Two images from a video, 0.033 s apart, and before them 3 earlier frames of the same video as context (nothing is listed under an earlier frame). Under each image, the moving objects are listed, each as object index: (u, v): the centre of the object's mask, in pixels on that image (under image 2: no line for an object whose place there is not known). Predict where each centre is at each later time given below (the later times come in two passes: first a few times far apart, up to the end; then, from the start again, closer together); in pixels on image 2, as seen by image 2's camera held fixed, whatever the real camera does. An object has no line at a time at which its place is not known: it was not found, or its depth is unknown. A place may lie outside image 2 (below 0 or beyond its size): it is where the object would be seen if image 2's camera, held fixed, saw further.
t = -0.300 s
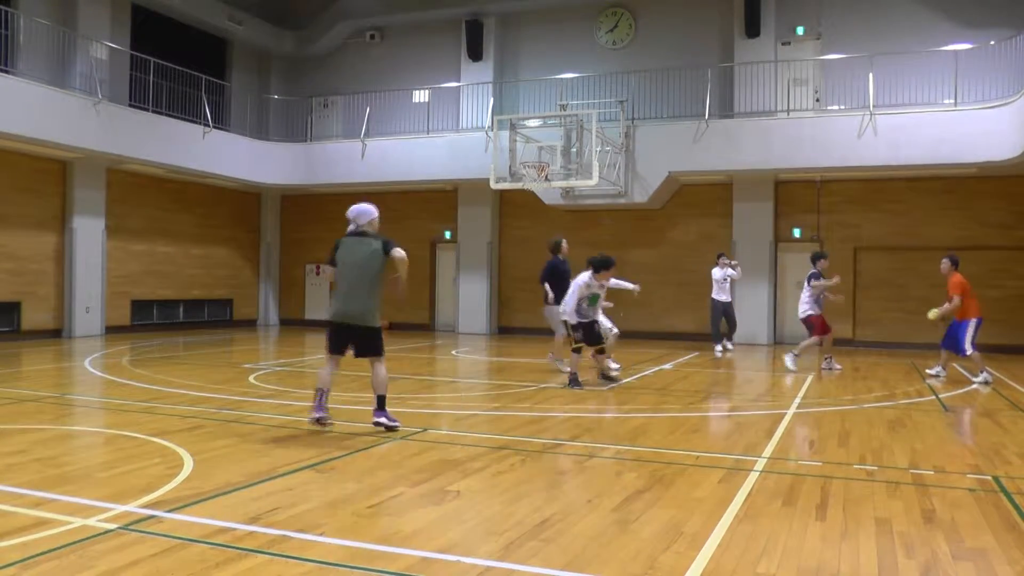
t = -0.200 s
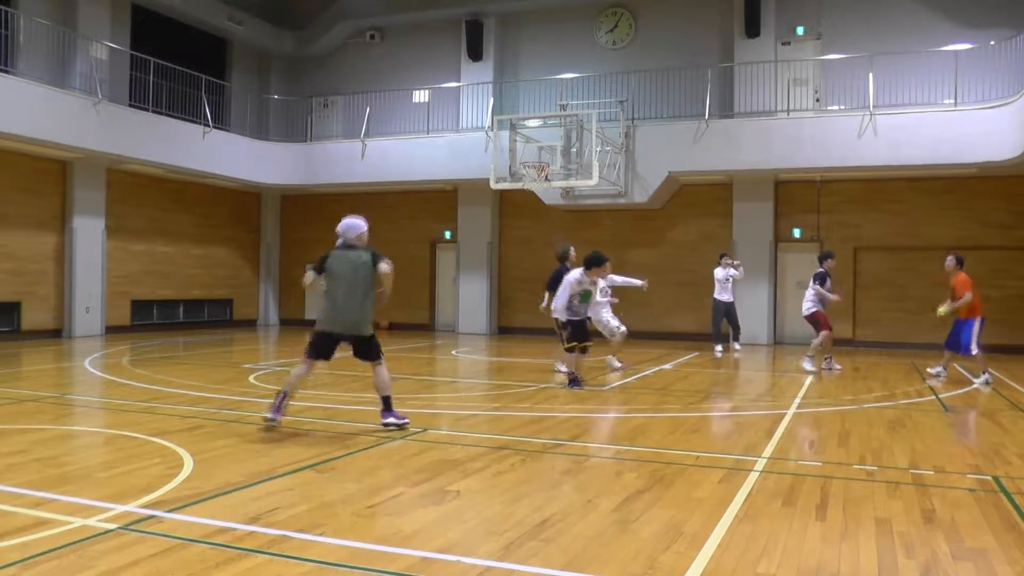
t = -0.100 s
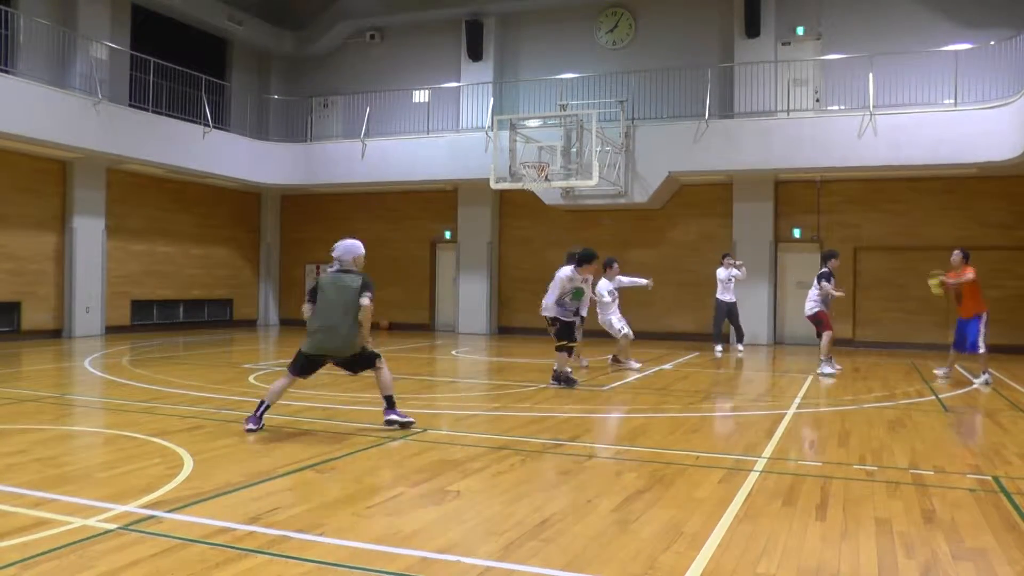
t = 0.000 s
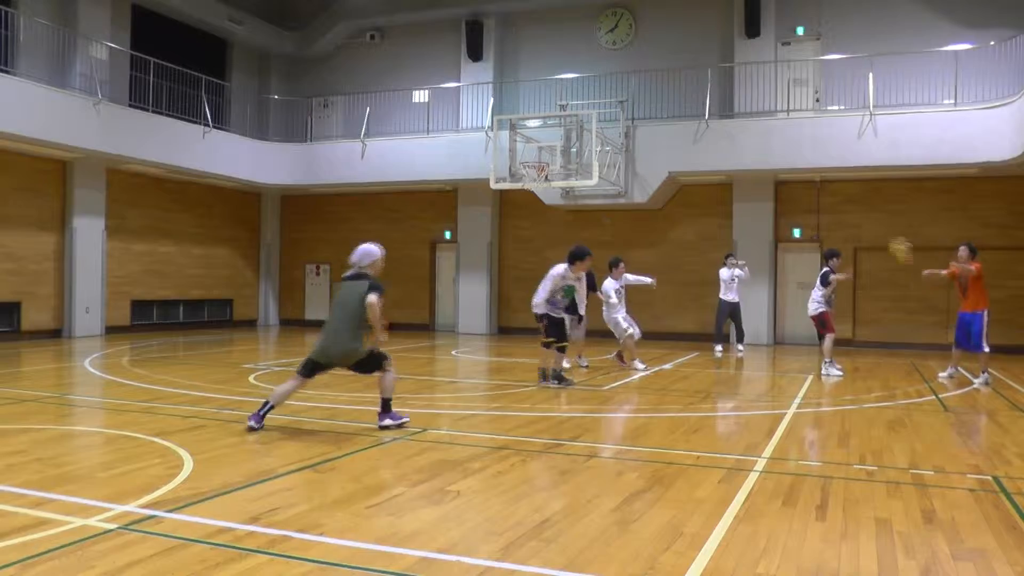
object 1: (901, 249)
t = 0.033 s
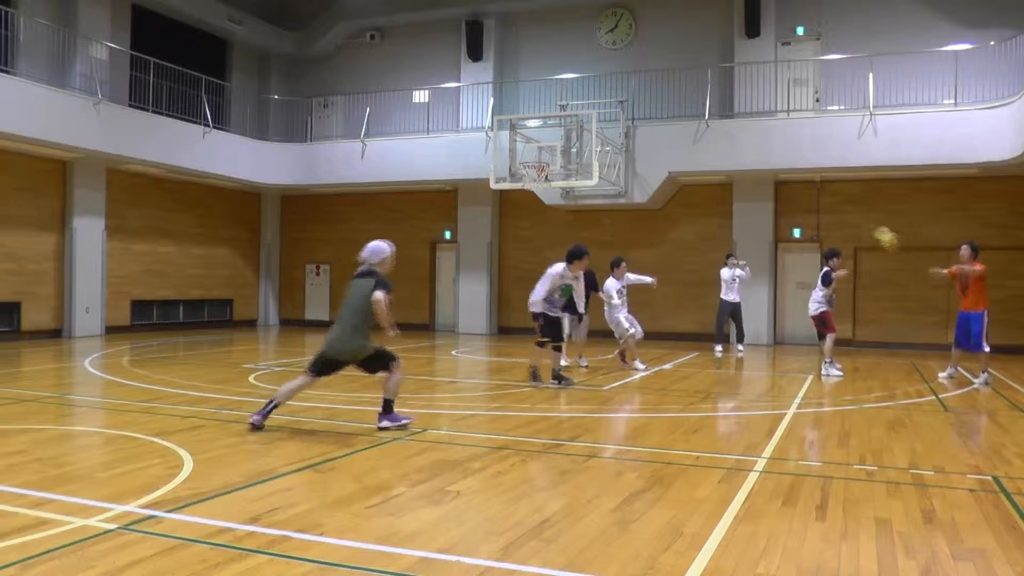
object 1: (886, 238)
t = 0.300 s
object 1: (753, 183)
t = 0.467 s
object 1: (646, 173)
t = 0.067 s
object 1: (871, 228)
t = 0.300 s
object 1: (753, 183)
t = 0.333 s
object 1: (730, 179)
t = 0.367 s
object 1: (707, 175)
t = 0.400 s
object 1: (689, 174)
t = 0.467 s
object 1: (646, 173)
